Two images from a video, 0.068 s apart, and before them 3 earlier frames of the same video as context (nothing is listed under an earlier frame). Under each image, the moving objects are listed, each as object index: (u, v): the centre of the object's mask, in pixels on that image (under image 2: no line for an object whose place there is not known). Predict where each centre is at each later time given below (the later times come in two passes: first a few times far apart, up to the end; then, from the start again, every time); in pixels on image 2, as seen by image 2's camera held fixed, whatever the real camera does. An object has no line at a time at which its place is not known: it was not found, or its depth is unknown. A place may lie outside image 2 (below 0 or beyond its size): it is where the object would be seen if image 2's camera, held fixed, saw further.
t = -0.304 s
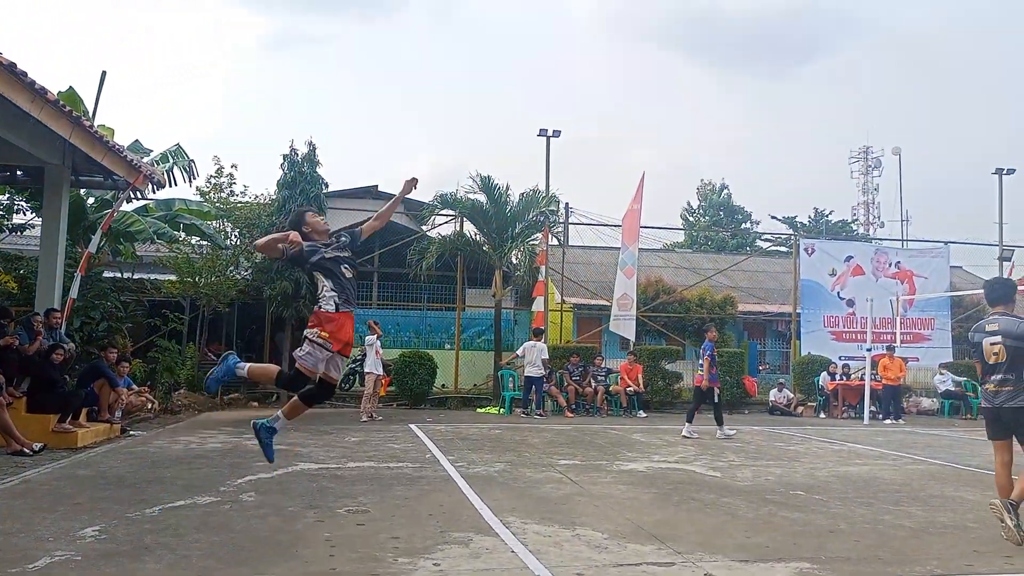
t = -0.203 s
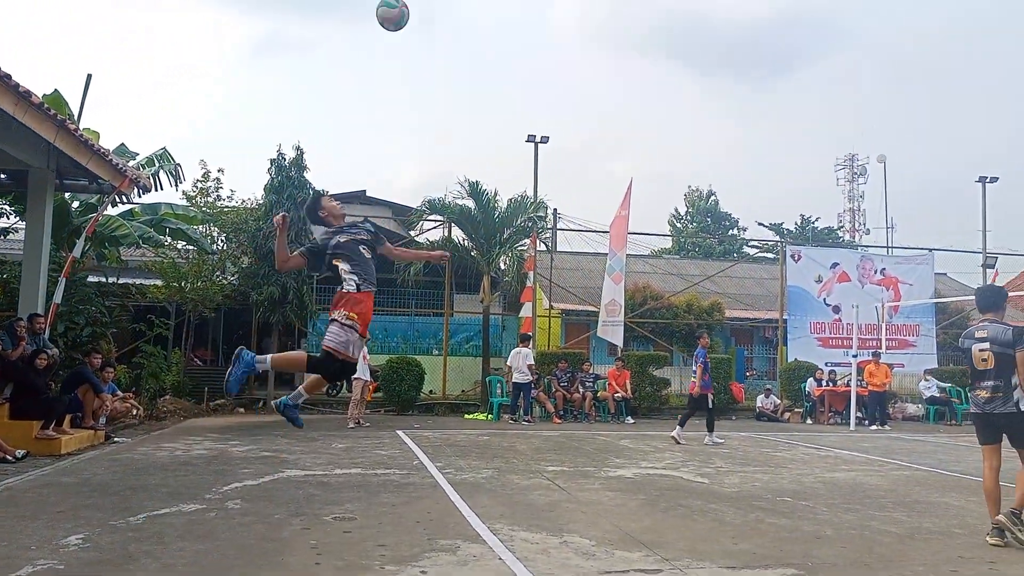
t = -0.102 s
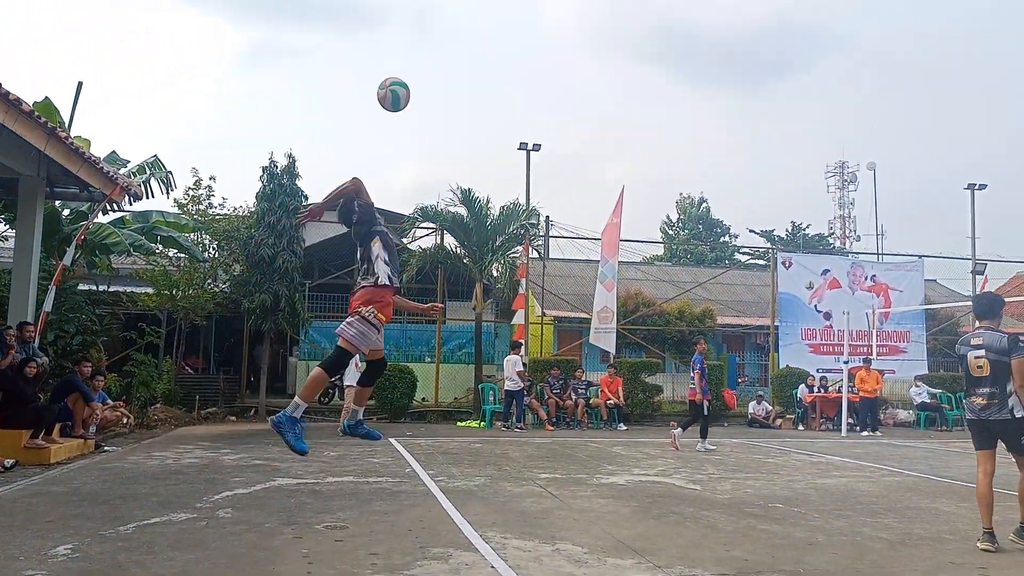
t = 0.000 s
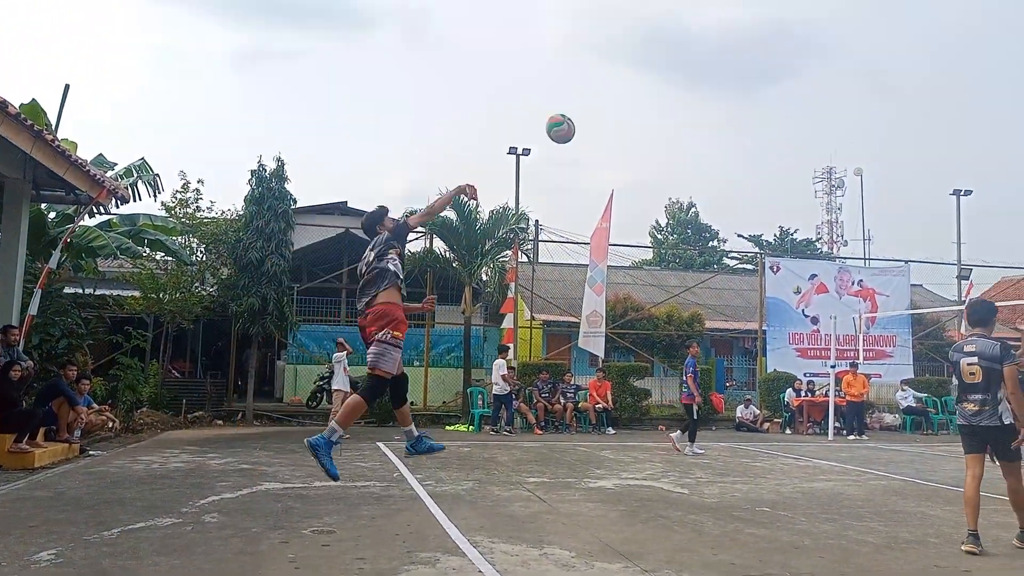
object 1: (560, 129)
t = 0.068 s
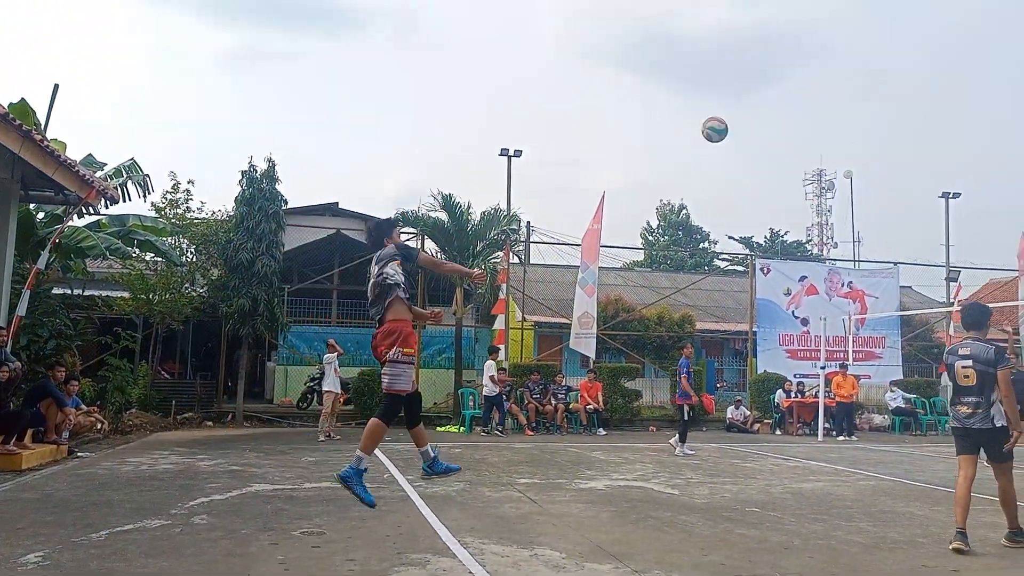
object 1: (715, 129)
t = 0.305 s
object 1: (1036, 183)
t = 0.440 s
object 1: (1127, 229)
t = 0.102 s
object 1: (780, 133)
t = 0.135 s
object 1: (837, 138)
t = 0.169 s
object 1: (887, 145)
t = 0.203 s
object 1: (931, 153)
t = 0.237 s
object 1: (970, 162)
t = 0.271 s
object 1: (1005, 172)
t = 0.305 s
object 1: (1036, 183)
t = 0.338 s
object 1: (1063, 194)
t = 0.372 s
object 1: (1088, 205)
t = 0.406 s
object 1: (1109, 217)
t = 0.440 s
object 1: (1127, 229)
